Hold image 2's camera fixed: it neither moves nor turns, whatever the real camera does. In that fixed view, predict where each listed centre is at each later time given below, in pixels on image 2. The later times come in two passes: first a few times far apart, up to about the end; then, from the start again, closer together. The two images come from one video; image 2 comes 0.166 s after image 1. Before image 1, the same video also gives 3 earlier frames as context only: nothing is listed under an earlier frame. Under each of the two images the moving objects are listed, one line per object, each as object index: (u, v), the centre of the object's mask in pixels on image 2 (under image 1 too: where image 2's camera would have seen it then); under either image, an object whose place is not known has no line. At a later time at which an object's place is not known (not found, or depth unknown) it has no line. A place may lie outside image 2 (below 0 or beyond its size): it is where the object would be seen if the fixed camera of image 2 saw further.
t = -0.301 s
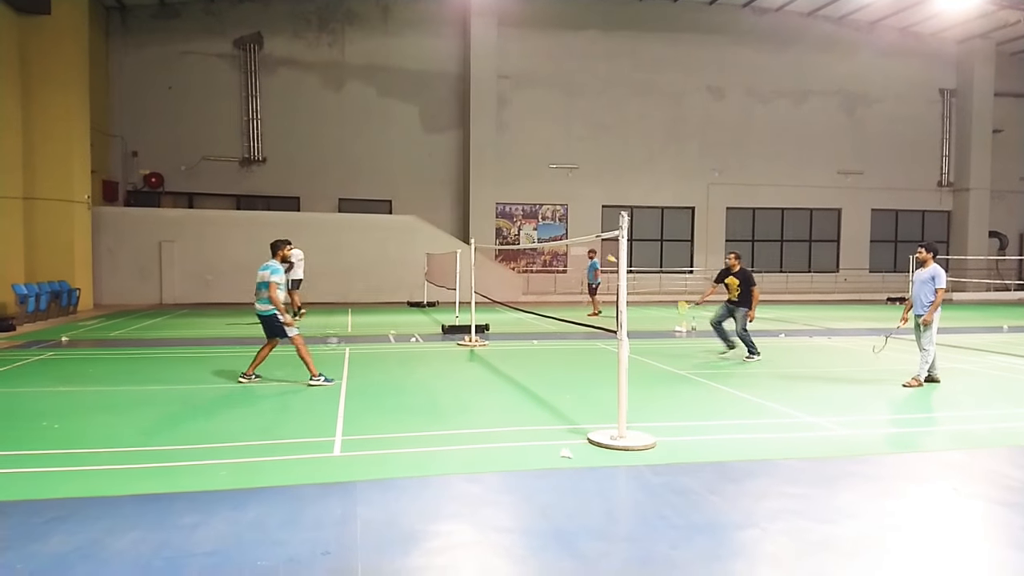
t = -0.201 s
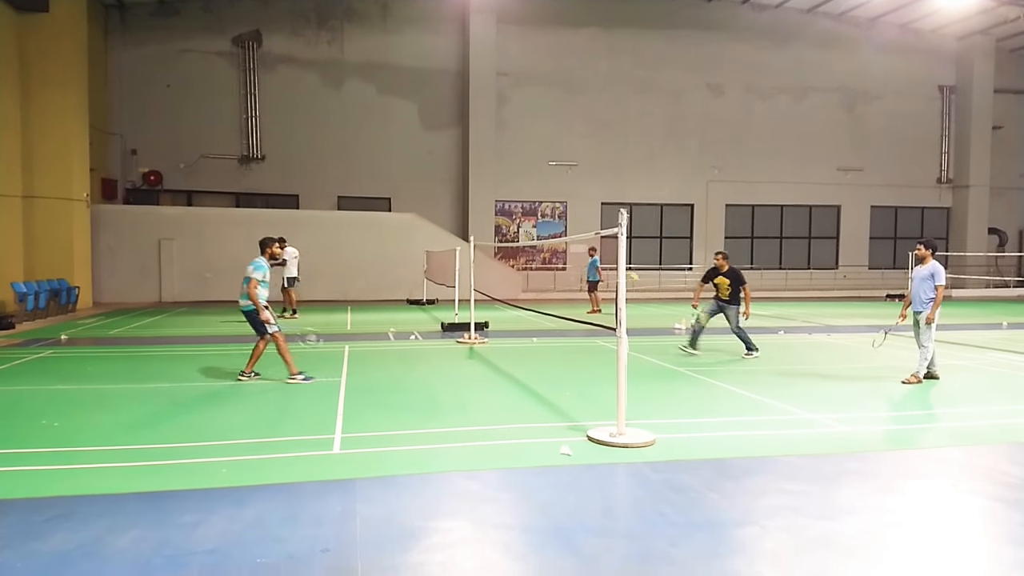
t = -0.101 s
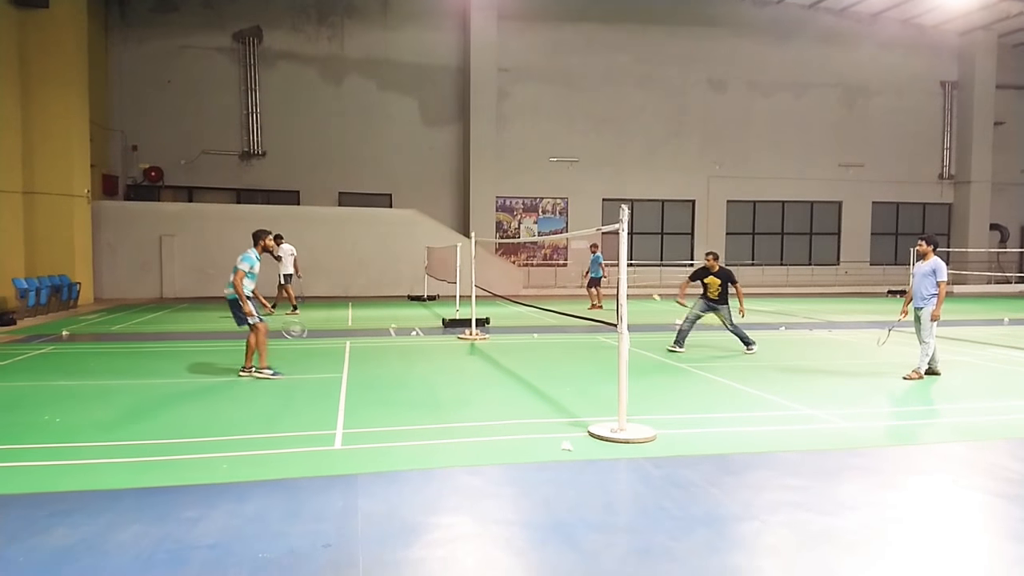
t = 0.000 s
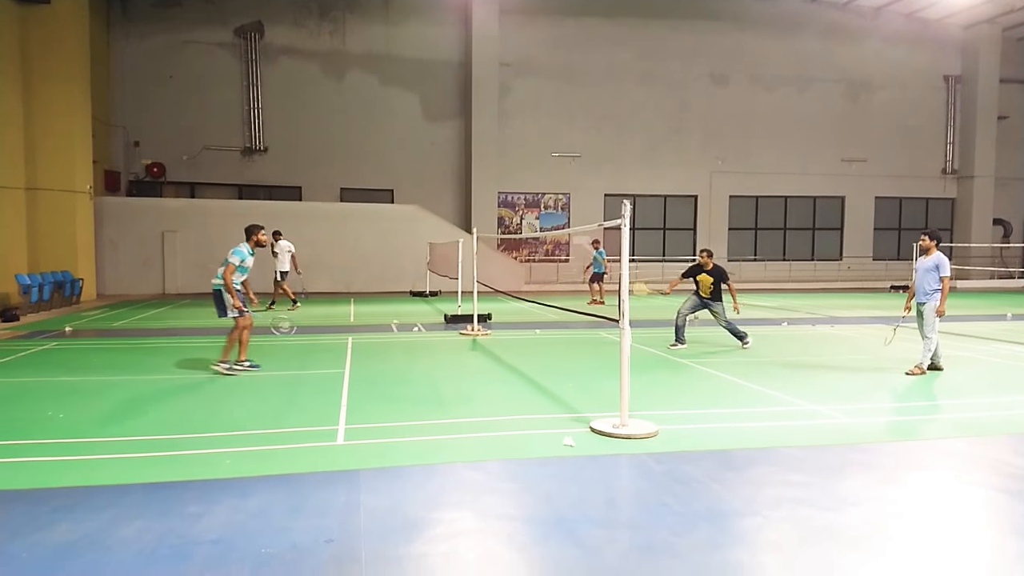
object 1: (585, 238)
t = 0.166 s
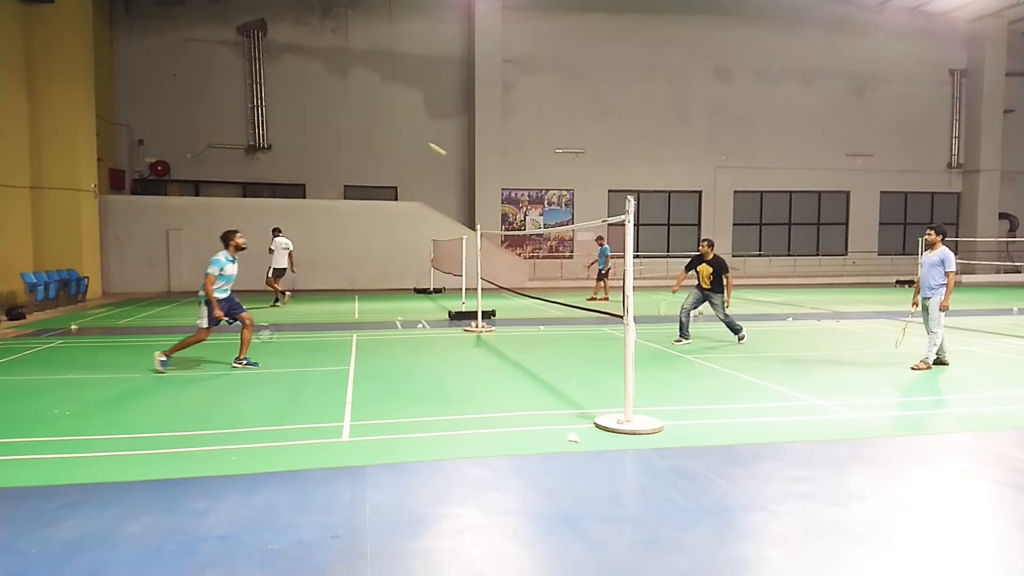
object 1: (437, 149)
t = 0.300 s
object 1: (349, 106)
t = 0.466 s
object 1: (265, 82)
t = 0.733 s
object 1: (165, 93)
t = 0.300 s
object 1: (349, 106)
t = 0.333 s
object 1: (331, 99)
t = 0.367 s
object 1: (313, 93)
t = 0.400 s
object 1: (296, 88)
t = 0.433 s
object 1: (280, 85)
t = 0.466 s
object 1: (265, 82)
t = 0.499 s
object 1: (250, 81)
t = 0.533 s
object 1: (236, 80)
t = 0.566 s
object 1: (224, 80)
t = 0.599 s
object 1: (210, 81)
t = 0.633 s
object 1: (199, 83)
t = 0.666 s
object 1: (186, 86)
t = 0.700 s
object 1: (175, 89)
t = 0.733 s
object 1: (165, 93)
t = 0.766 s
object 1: (154, 98)
